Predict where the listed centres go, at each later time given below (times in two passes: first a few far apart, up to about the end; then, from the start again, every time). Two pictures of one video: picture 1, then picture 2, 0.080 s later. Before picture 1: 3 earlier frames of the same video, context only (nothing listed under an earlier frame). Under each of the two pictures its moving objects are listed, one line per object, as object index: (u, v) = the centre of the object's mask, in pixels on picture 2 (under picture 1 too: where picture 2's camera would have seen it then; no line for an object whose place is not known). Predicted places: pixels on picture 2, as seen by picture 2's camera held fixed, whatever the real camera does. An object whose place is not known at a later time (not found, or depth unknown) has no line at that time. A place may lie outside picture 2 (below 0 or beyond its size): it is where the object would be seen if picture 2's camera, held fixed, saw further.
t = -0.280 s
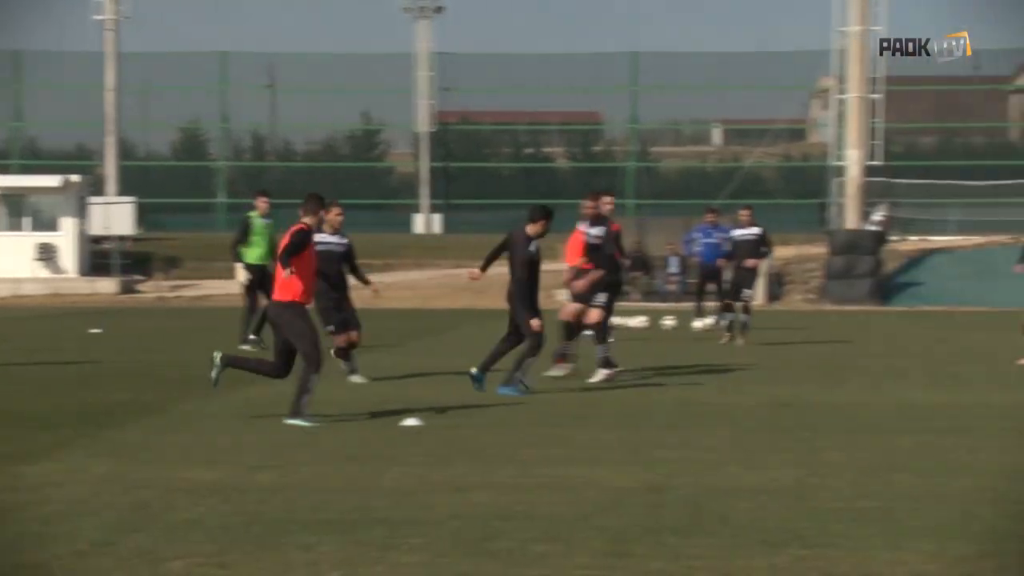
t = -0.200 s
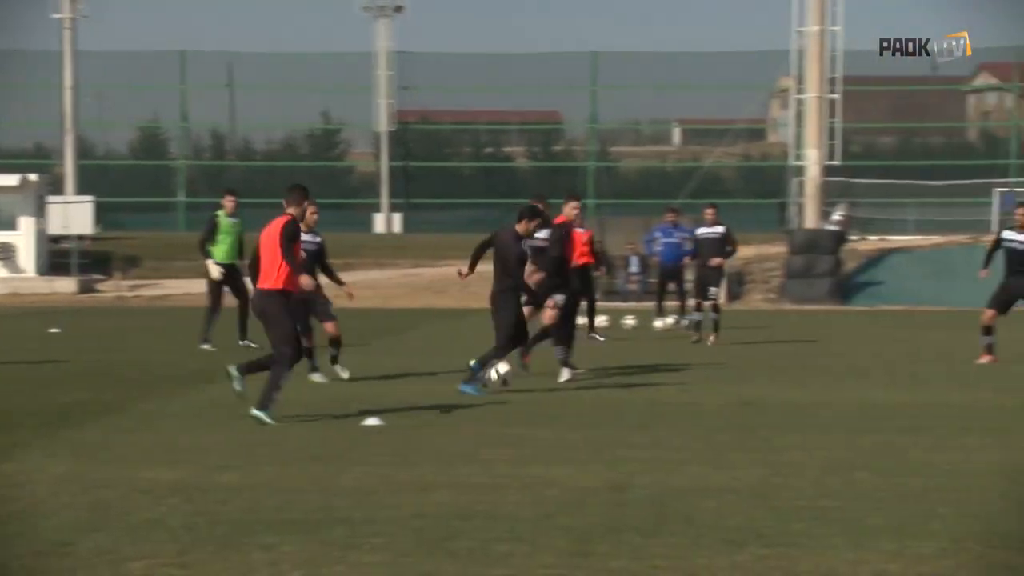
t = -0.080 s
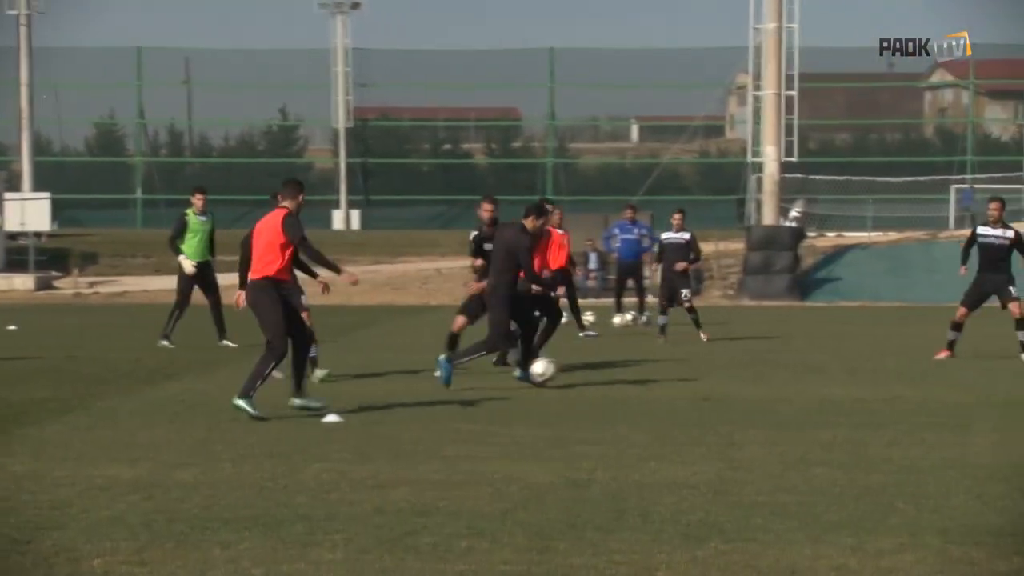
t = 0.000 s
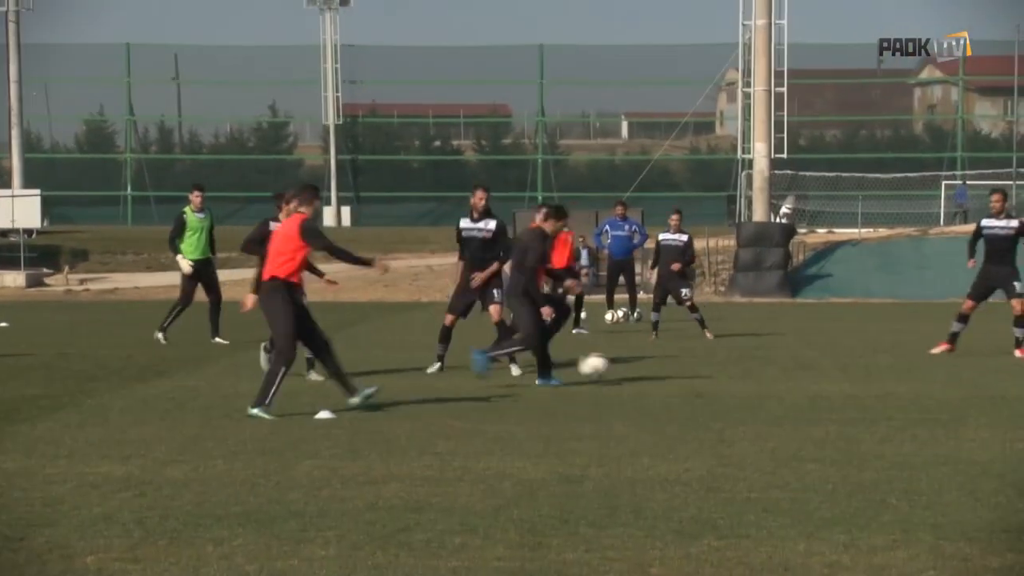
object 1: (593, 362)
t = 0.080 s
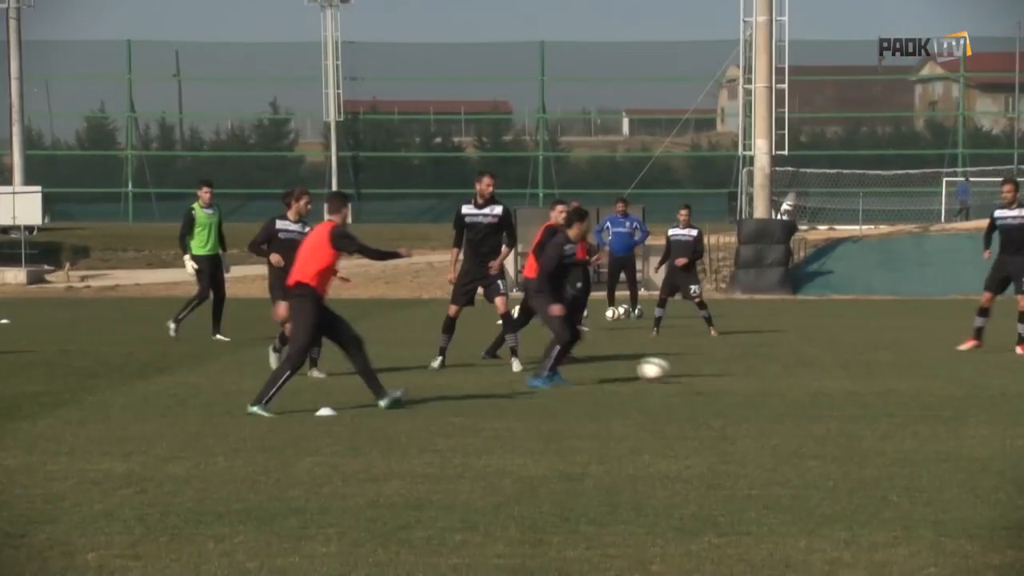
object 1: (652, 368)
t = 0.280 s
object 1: (777, 373)
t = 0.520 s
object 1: (918, 372)
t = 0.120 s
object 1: (681, 372)
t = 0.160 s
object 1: (705, 370)
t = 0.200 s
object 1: (729, 370)
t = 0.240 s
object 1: (753, 370)
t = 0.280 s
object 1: (777, 373)
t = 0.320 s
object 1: (801, 373)
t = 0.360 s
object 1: (824, 371)
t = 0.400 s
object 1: (847, 371)
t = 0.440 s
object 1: (871, 373)
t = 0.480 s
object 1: (894, 374)
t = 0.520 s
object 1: (918, 372)
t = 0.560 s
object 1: (940, 372)
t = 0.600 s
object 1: (962, 373)
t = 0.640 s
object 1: (984, 375)
